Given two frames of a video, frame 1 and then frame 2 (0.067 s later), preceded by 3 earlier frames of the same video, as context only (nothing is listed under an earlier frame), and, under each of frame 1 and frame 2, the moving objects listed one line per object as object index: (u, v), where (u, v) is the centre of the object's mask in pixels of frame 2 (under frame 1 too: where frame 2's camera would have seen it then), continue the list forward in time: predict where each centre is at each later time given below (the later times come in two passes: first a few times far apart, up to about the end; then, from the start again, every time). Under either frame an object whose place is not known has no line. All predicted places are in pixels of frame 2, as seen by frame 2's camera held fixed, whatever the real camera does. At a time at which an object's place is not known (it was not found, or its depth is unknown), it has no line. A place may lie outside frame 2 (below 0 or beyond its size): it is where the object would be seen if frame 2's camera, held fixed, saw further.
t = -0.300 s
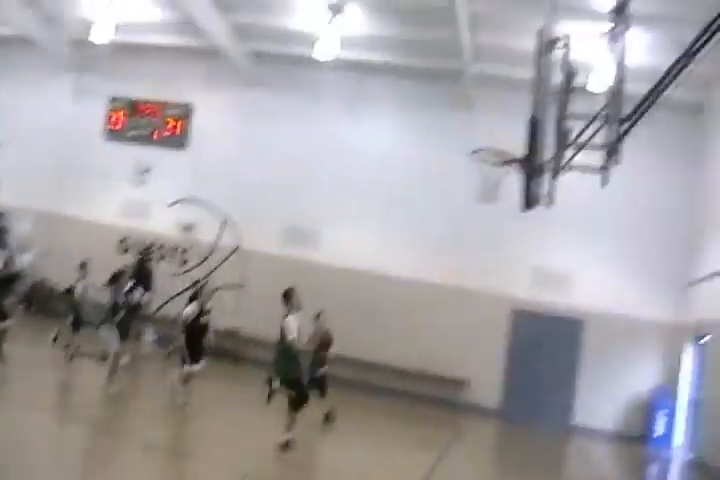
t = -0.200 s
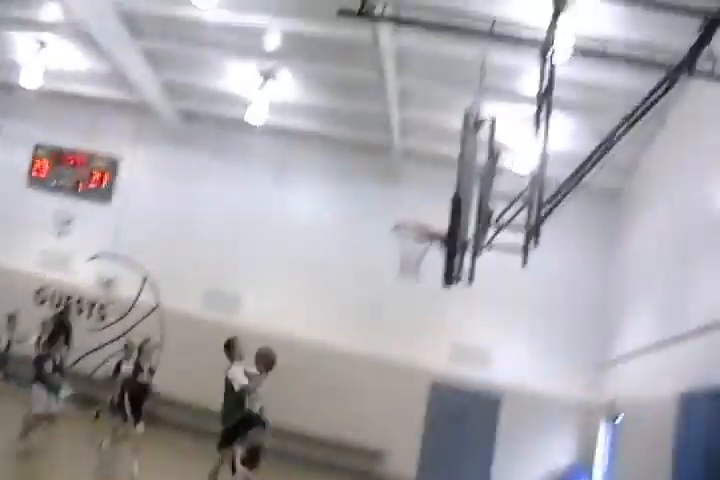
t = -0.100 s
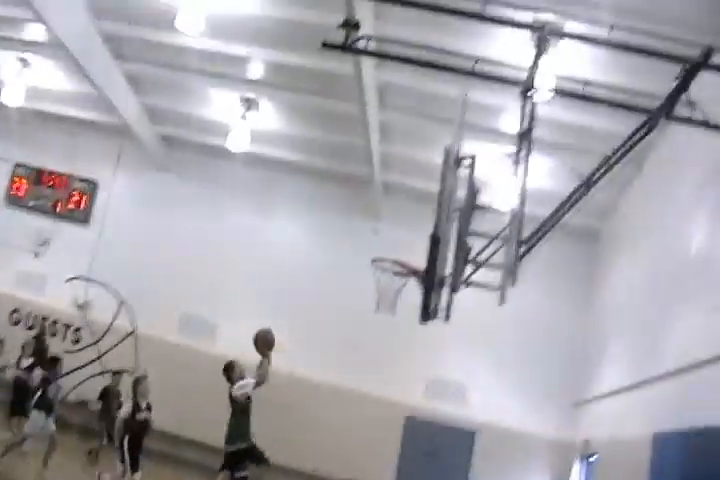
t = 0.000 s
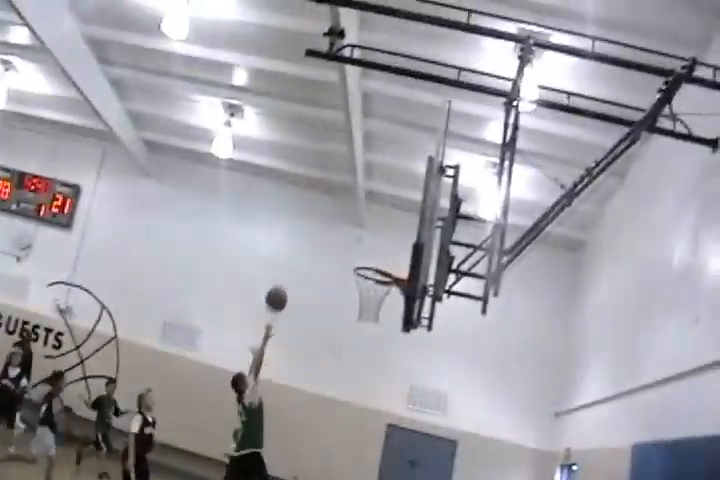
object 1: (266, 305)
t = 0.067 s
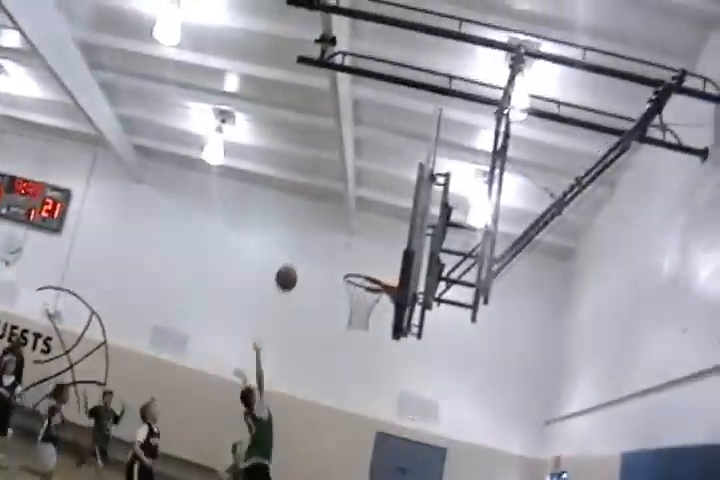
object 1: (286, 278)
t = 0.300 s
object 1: (344, 224)
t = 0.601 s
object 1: (393, 232)
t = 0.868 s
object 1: (355, 280)
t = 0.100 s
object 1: (296, 266)
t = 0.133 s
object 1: (304, 257)
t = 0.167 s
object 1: (313, 248)
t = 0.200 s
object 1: (321, 241)
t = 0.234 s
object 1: (329, 234)
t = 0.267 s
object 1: (336, 228)
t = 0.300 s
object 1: (344, 224)
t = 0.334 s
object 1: (351, 221)
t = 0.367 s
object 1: (357, 219)
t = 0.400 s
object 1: (363, 218)
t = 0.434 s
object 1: (369, 218)
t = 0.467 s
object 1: (376, 219)
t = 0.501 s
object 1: (382, 221)
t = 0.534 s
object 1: (388, 224)
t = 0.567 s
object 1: (394, 228)
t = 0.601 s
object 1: (393, 232)
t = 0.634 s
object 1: (388, 235)
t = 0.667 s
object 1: (382, 239)
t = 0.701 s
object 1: (377, 244)
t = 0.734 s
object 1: (370, 251)
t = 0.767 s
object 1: (364, 259)
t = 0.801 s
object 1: (357, 267)
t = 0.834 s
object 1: (352, 276)
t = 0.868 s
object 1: (355, 280)
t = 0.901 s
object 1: (362, 286)
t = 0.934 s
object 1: (367, 292)
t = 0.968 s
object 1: (370, 300)
